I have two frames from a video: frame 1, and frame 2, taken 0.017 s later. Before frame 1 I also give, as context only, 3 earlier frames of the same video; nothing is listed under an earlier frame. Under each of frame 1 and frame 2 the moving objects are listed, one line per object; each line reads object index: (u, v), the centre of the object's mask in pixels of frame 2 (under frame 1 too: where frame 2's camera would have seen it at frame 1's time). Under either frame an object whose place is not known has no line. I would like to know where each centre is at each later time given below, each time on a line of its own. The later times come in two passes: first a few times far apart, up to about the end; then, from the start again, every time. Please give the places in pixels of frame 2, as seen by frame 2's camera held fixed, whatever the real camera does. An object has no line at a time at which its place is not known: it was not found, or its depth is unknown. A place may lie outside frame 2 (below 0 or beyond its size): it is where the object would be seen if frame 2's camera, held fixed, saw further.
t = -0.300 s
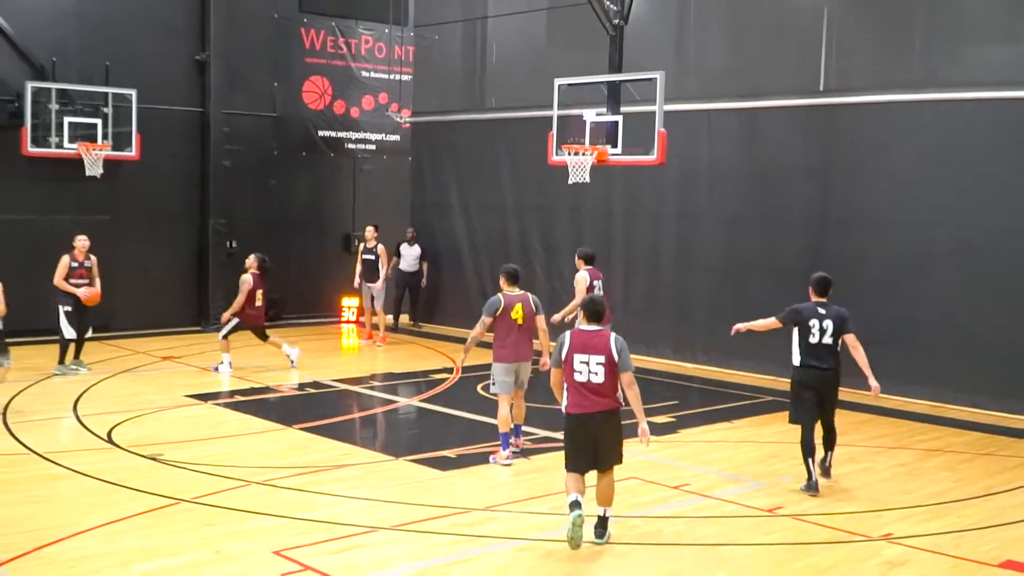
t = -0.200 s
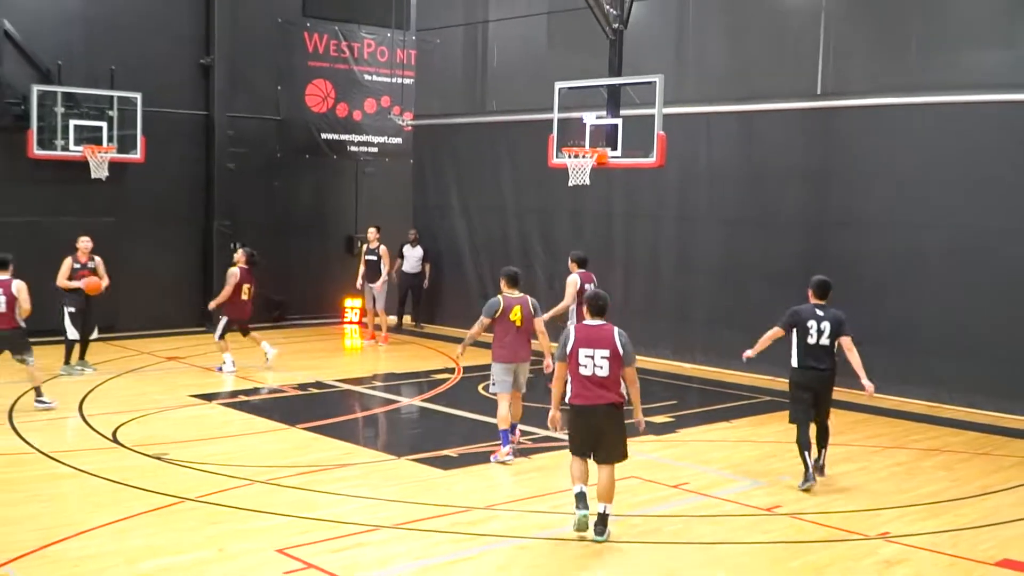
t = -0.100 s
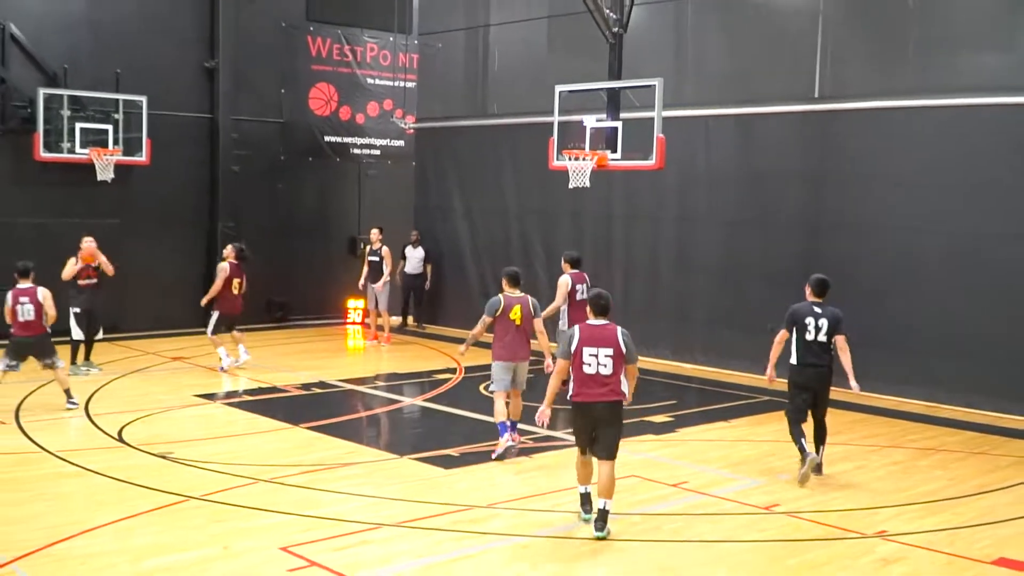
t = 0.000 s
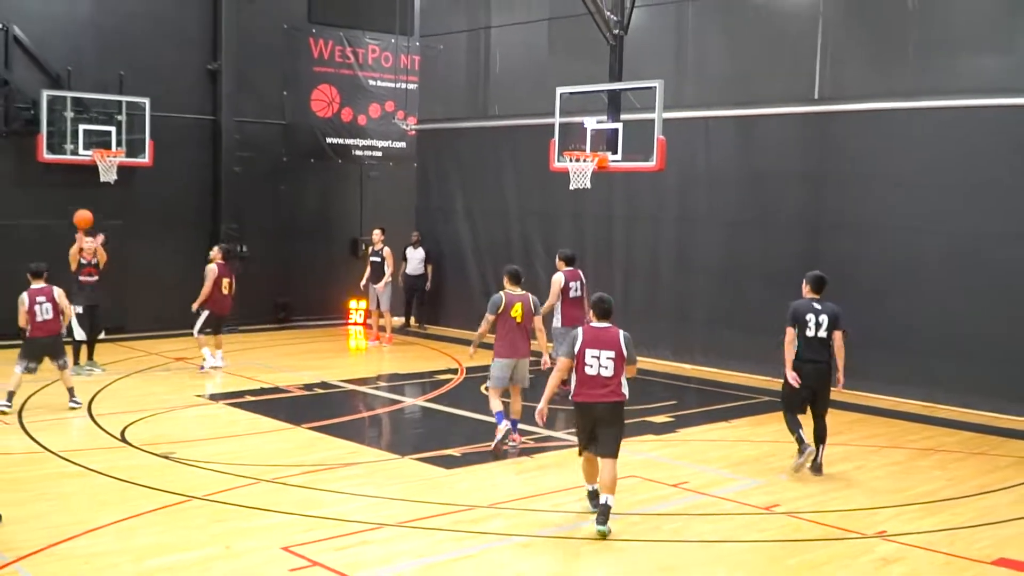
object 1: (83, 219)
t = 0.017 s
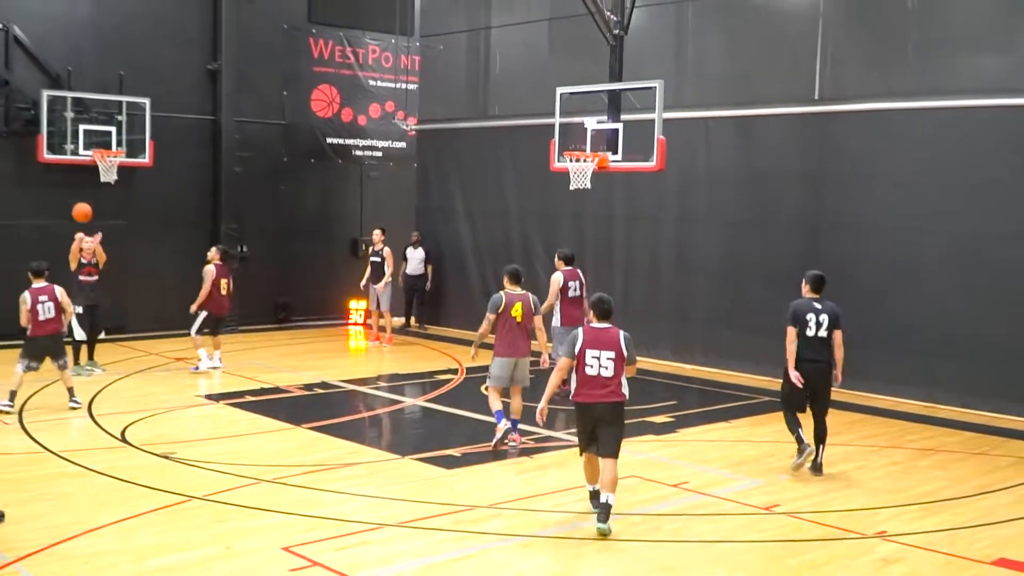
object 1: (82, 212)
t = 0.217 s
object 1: (63, 143)
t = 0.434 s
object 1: (38, 94)
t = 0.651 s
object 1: (12, 84)
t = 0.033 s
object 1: (80, 206)
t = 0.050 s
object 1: (79, 199)
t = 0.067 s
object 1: (78, 193)
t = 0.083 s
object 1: (76, 187)
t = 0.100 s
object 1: (75, 181)
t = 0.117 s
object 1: (73, 175)
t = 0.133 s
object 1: (71, 170)
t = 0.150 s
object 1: (70, 164)
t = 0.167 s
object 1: (68, 158)
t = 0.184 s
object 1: (66, 153)
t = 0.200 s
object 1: (64, 147)
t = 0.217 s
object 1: (63, 143)
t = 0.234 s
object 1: (61, 138)
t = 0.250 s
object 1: (59, 134)
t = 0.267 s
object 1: (57, 129)
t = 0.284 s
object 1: (56, 125)
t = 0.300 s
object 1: (55, 121)
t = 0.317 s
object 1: (53, 117)
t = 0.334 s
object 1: (50, 113)
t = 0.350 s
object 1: (48, 109)
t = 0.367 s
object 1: (46, 106)
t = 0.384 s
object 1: (44, 103)
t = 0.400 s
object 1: (42, 100)
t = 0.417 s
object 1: (40, 97)
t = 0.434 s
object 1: (38, 94)
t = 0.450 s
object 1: (36, 92)
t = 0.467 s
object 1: (34, 90)
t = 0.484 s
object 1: (32, 88)
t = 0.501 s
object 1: (30, 86)
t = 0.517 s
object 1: (28, 85)
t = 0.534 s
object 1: (26, 84)
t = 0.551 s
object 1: (24, 83)
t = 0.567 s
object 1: (23, 83)
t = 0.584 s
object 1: (20, 82)
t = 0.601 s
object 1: (18, 82)
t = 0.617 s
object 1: (16, 82)
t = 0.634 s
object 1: (14, 83)
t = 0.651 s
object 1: (12, 84)
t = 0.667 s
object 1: (9, 85)
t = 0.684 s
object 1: (7, 87)
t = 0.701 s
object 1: (5, 89)
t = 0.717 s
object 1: (3, 92)
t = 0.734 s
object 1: (2, 95)
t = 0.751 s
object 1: (0, 99)
